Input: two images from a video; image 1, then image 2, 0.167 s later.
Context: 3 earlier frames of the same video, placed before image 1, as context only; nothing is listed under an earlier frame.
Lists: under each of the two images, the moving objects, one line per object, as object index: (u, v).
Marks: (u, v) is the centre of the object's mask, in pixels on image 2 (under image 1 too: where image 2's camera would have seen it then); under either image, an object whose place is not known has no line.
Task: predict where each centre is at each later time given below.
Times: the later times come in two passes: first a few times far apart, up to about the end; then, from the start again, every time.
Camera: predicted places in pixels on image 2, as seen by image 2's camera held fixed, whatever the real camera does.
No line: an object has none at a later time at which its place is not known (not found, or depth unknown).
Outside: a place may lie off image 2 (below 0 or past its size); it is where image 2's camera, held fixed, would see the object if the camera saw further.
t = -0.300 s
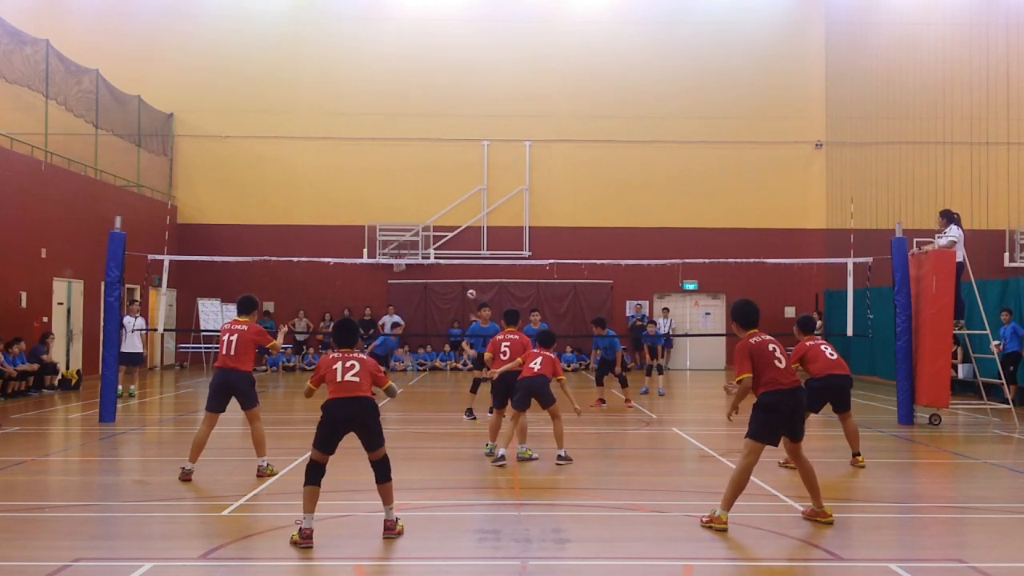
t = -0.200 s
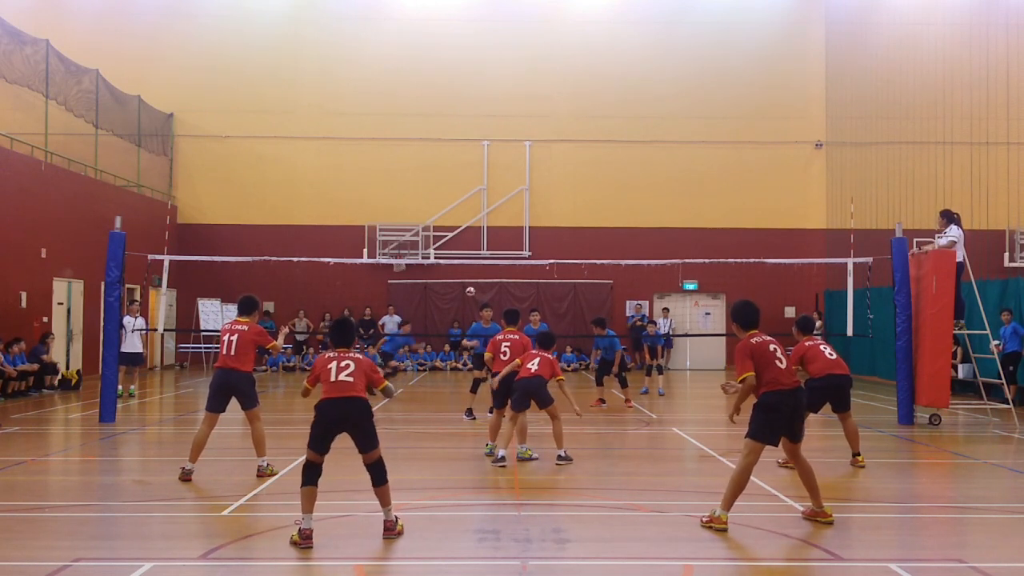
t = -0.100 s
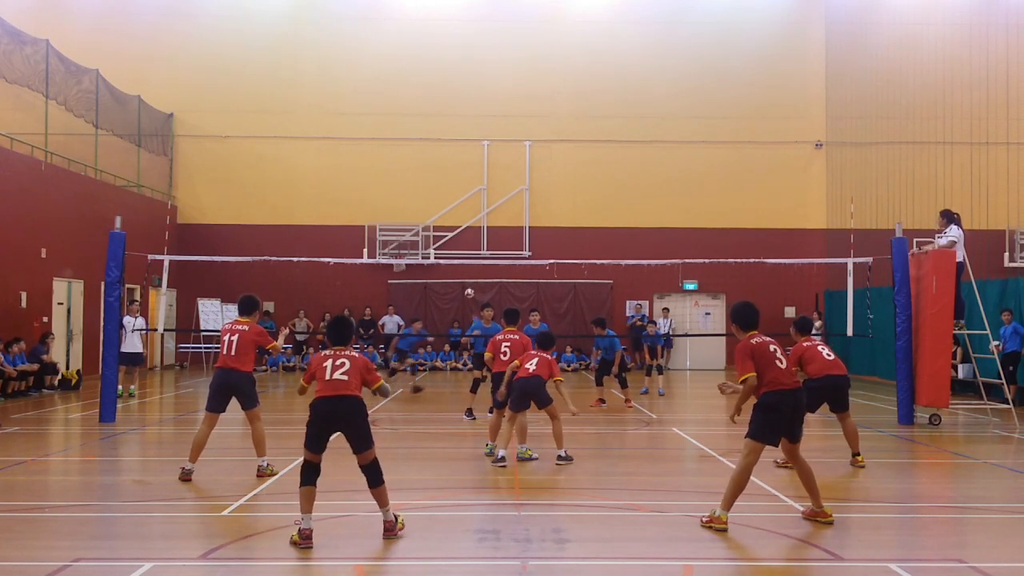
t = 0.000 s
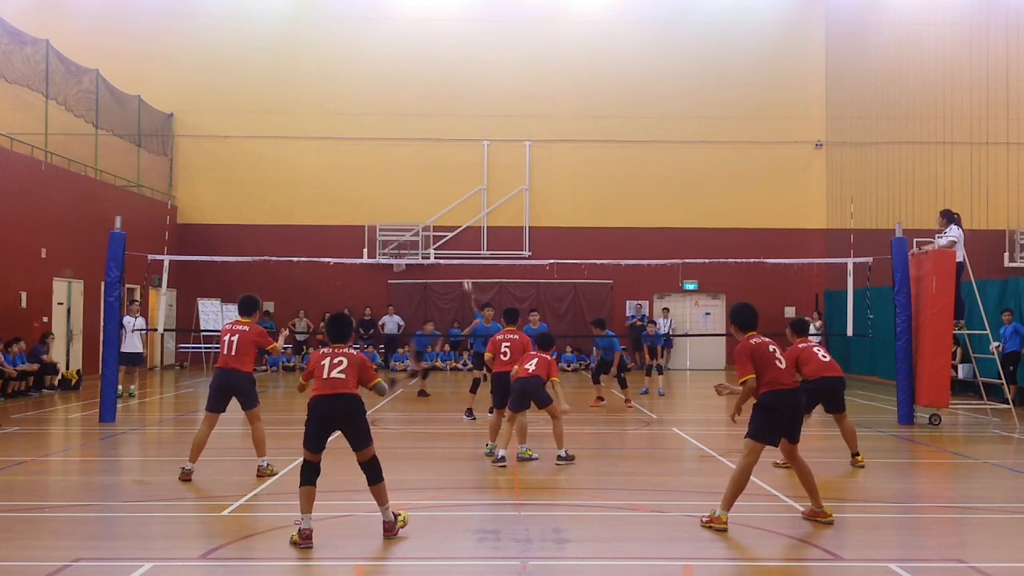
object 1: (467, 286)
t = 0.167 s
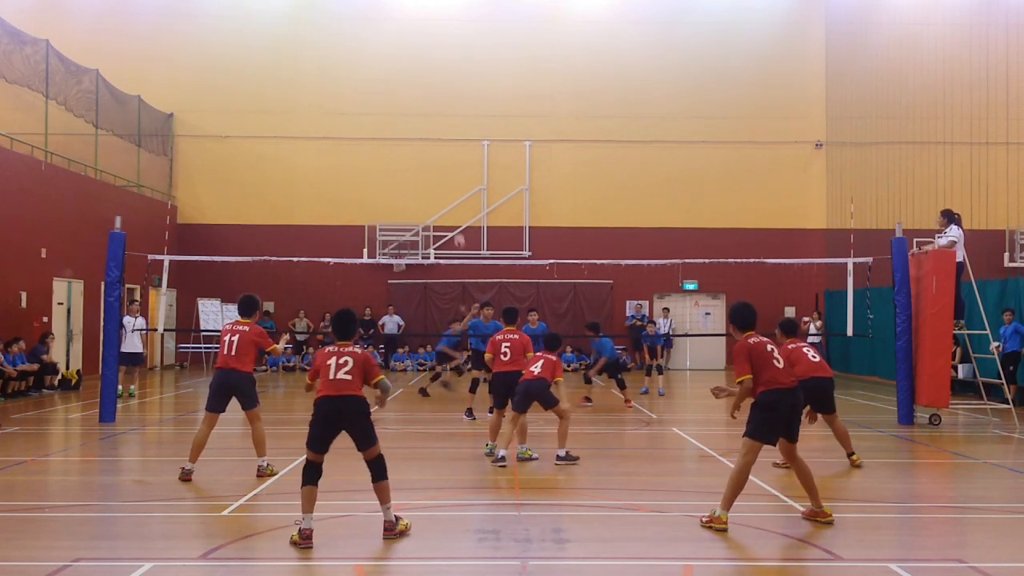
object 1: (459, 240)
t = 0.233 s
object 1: (455, 224)
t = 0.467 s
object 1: (434, 185)
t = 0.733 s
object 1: (401, 185)
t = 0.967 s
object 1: (360, 242)
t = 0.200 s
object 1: (457, 233)
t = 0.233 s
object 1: (455, 224)
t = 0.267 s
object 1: (452, 217)
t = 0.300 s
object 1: (450, 211)
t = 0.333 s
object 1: (447, 203)
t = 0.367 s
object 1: (444, 198)
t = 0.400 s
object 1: (441, 194)
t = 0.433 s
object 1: (437, 189)
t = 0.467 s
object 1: (434, 185)
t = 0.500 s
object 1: (431, 183)
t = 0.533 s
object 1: (427, 181)
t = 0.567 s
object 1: (424, 179)
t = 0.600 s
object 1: (420, 179)
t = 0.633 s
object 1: (416, 179)
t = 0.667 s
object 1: (411, 180)
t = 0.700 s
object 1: (406, 182)
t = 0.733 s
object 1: (401, 185)
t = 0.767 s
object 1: (396, 189)
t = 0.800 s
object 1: (391, 194)
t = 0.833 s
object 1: (386, 200)
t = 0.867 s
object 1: (381, 209)
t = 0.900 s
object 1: (375, 218)
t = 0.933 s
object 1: (367, 230)
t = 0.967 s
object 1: (360, 242)
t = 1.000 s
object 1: (354, 256)
